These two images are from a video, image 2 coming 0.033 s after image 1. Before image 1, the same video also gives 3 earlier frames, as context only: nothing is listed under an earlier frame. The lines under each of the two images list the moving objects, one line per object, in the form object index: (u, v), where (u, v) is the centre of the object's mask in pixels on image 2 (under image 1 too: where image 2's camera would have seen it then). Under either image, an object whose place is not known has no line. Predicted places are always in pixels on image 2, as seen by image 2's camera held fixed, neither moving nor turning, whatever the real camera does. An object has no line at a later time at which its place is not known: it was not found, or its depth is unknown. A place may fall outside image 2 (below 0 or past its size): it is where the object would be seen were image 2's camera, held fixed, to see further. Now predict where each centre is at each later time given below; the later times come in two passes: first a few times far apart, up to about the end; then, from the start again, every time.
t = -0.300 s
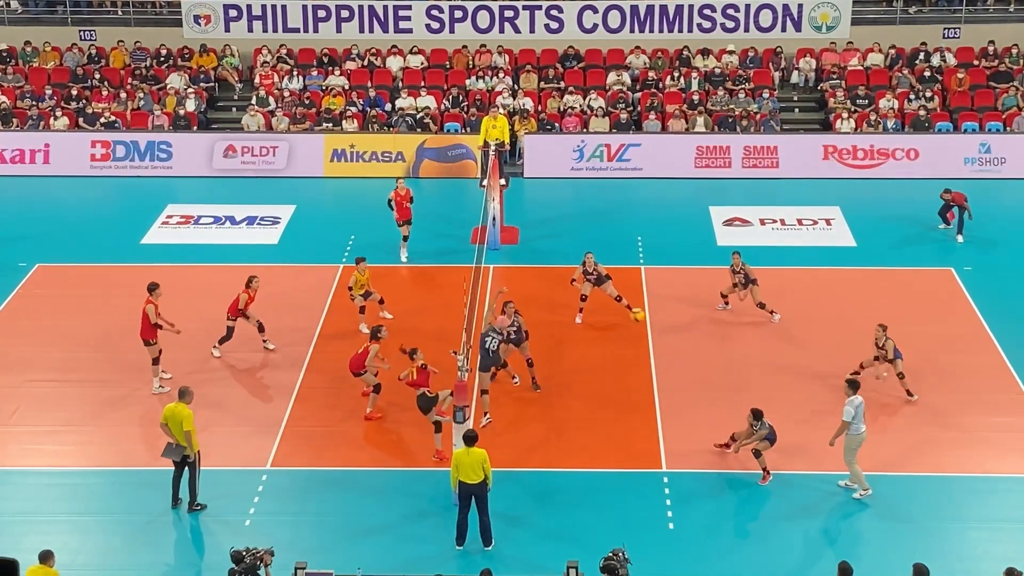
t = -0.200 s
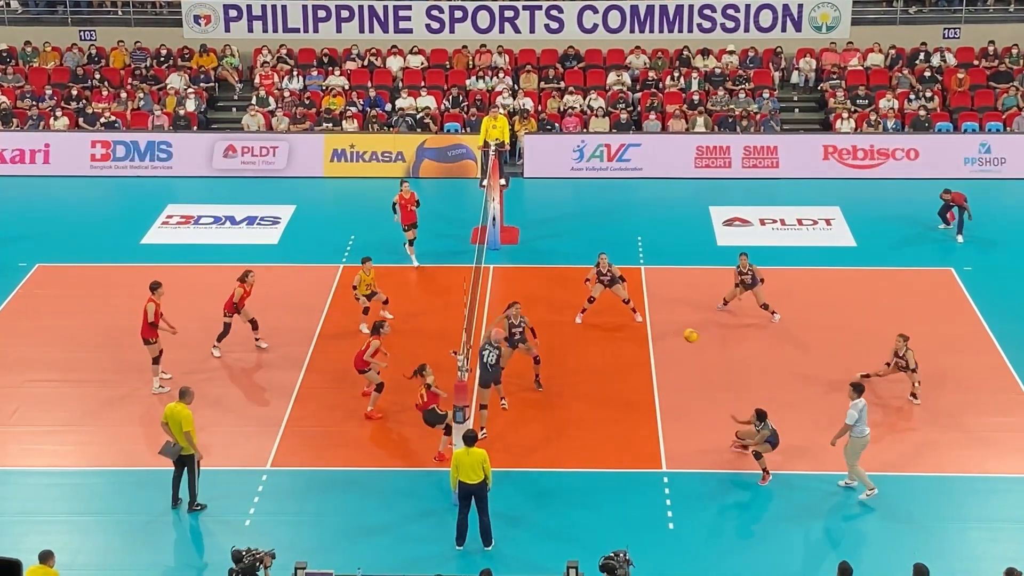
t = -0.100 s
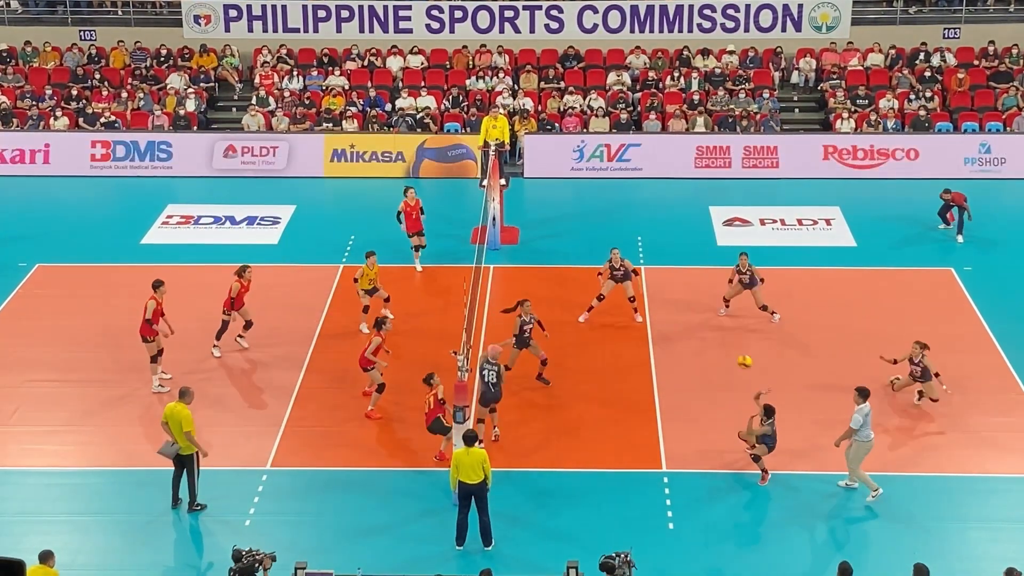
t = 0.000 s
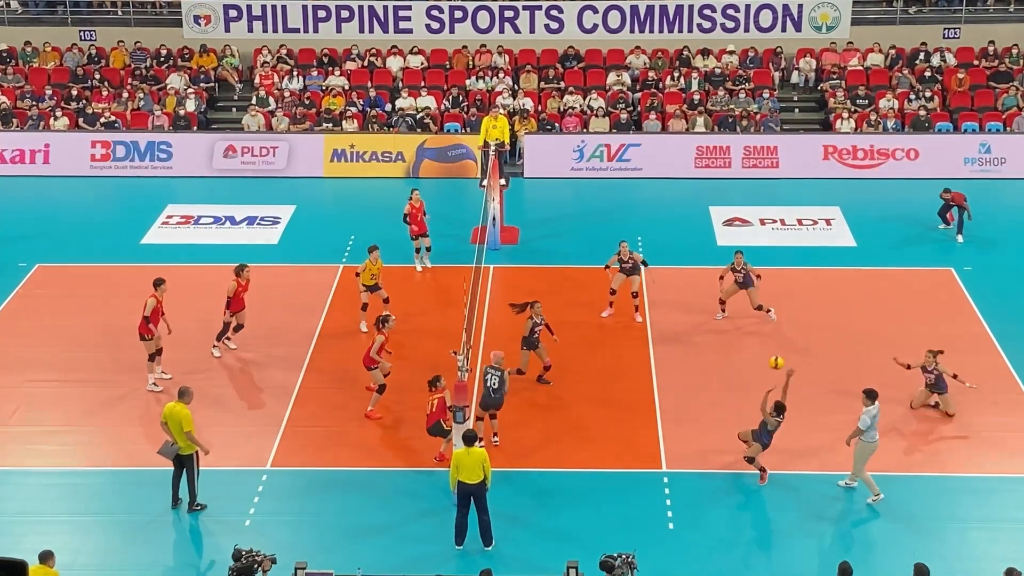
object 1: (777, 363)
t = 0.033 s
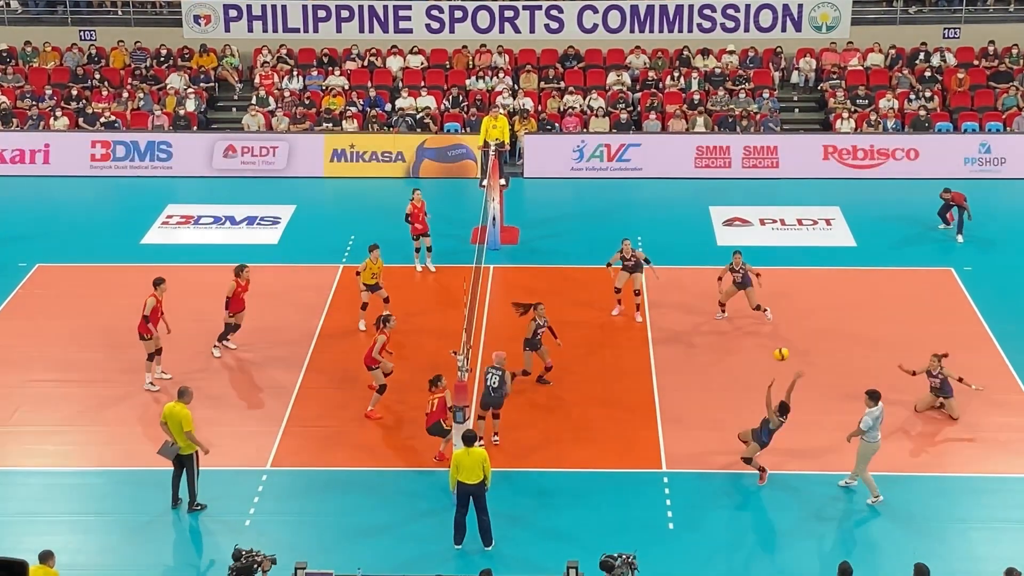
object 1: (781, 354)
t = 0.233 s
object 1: (812, 311)
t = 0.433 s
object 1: (838, 303)
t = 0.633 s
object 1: (864, 322)
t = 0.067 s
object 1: (786, 346)
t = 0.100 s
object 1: (790, 338)
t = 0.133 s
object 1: (799, 325)
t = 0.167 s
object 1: (803, 320)
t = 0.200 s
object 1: (807, 316)
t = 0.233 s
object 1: (812, 311)
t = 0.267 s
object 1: (816, 309)
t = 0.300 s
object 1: (820, 306)
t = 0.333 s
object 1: (825, 304)
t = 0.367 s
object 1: (829, 303)
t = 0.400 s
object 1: (833, 303)
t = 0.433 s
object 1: (838, 303)
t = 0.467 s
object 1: (842, 305)
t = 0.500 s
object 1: (846, 306)
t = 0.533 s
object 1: (850, 309)
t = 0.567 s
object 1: (855, 312)
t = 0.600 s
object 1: (859, 317)
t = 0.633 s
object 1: (864, 322)
